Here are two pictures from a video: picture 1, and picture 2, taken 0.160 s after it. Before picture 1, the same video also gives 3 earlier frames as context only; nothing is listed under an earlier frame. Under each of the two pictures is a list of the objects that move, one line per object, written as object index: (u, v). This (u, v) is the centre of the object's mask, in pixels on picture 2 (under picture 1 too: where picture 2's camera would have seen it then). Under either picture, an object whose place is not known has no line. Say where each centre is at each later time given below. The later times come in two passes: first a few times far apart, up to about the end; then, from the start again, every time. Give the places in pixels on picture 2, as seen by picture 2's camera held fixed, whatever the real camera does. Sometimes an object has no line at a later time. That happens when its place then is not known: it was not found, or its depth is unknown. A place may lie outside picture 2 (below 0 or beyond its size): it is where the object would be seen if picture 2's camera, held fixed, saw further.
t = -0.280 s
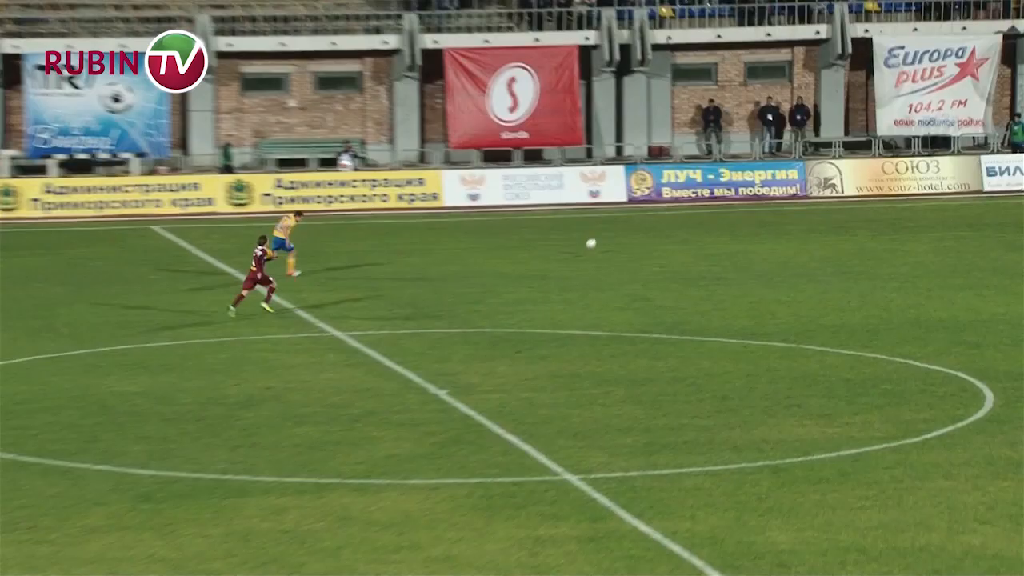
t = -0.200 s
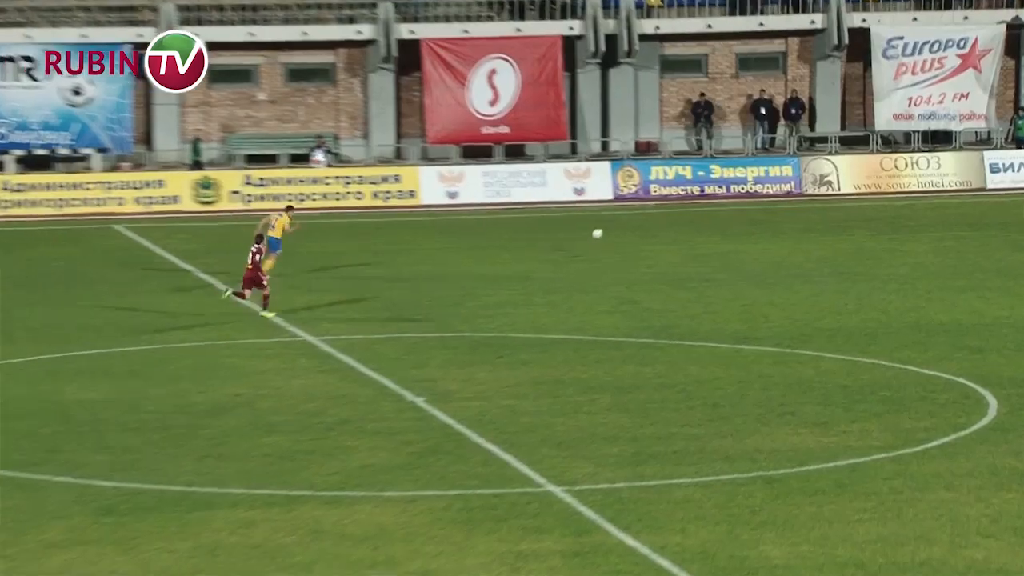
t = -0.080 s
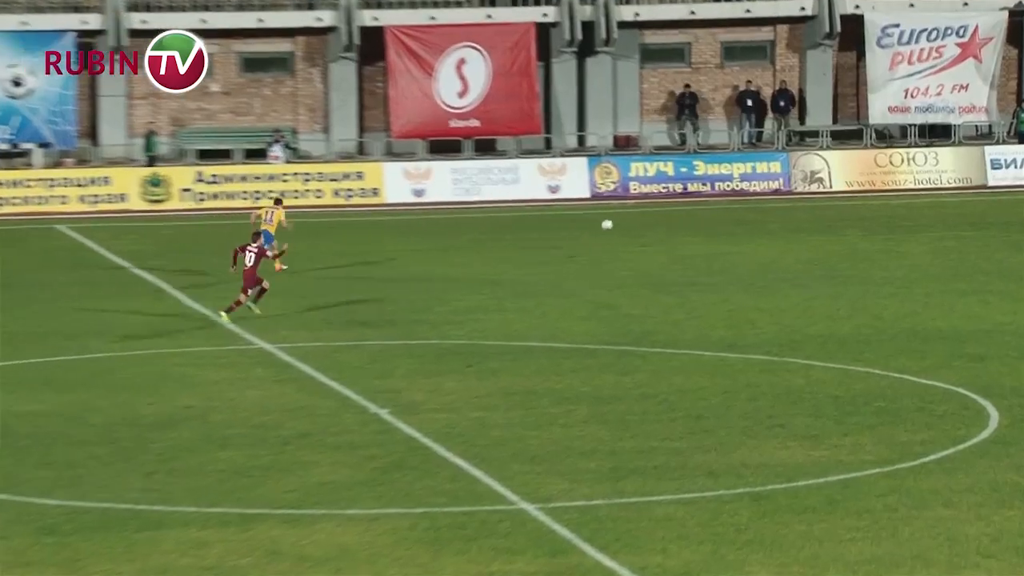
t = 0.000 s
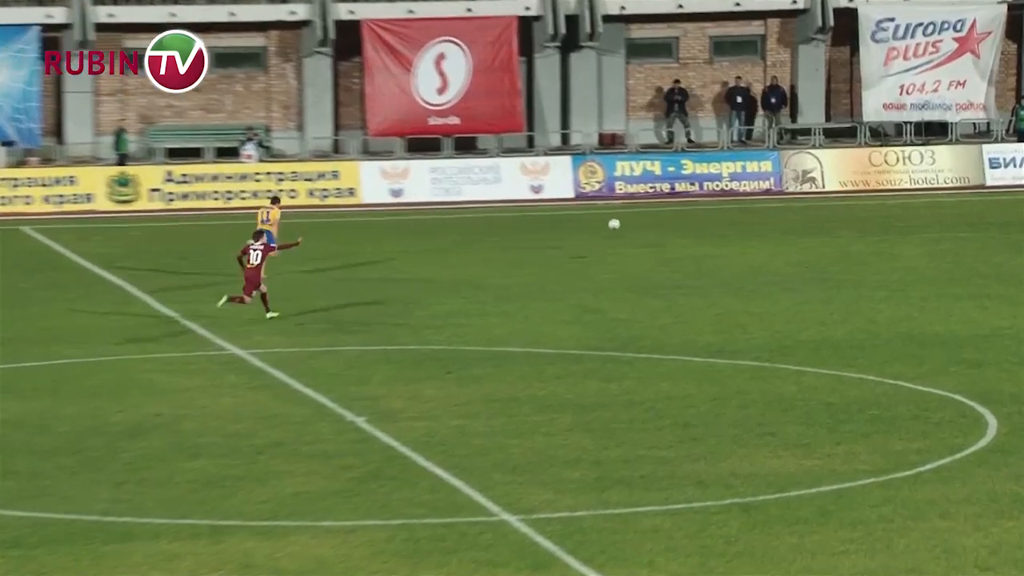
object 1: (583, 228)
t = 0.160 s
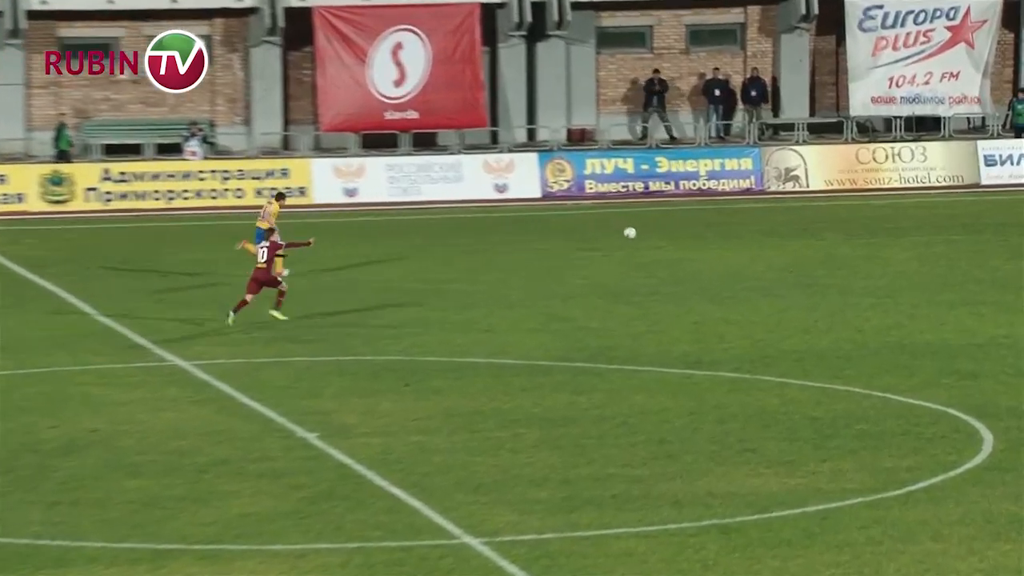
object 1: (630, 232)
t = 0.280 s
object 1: (662, 244)
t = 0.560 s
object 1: (737, 224)
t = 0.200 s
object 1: (641, 236)
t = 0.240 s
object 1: (652, 241)
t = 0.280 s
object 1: (662, 244)
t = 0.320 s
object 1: (674, 239)
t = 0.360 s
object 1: (685, 234)
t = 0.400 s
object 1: (695, 231)
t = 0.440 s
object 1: (706, 228)
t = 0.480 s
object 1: (716, 225)
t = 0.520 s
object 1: (727, 224)
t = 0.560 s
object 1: (737, 224)
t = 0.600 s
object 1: (747, 225)
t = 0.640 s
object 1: (758, 227)
